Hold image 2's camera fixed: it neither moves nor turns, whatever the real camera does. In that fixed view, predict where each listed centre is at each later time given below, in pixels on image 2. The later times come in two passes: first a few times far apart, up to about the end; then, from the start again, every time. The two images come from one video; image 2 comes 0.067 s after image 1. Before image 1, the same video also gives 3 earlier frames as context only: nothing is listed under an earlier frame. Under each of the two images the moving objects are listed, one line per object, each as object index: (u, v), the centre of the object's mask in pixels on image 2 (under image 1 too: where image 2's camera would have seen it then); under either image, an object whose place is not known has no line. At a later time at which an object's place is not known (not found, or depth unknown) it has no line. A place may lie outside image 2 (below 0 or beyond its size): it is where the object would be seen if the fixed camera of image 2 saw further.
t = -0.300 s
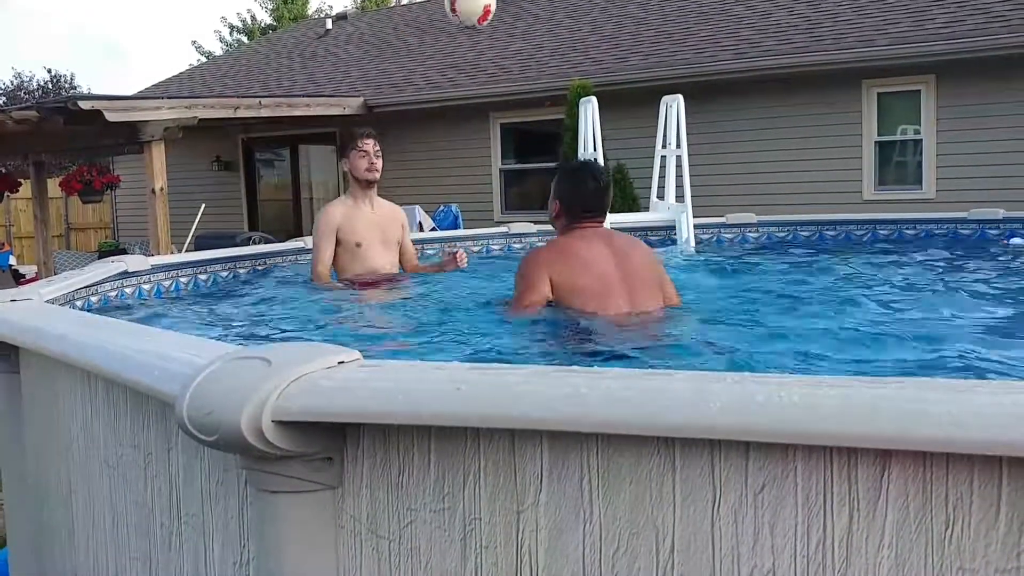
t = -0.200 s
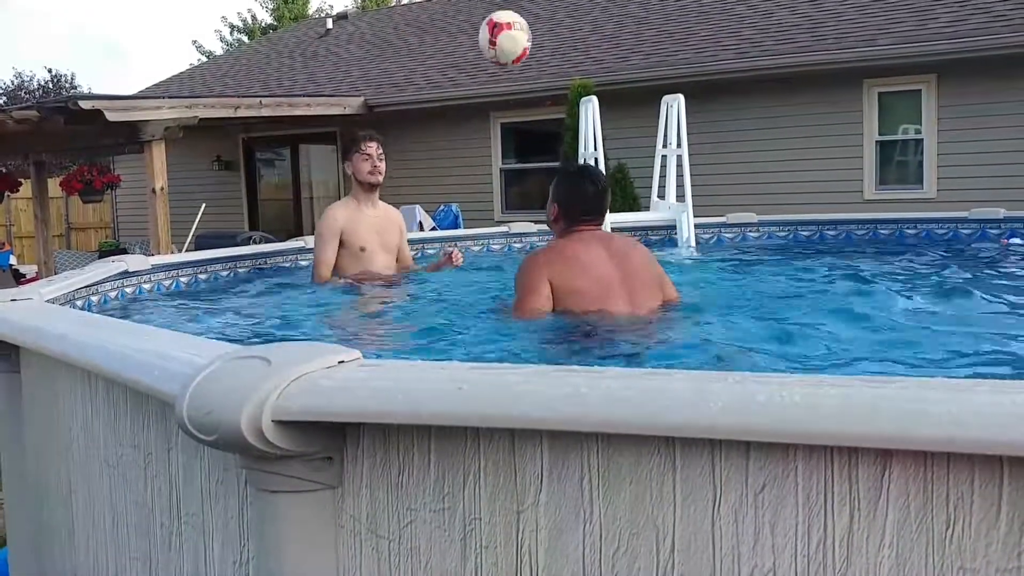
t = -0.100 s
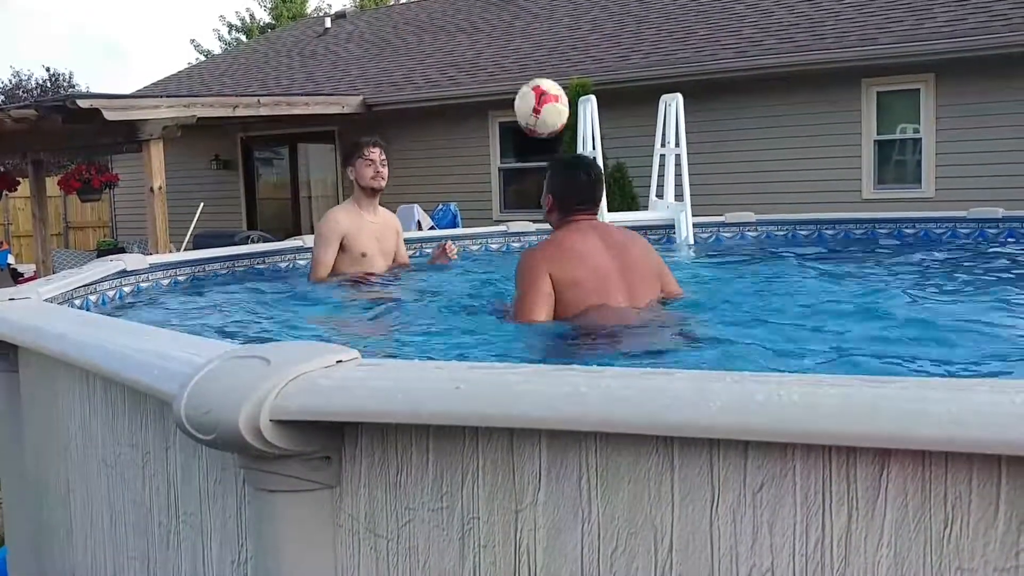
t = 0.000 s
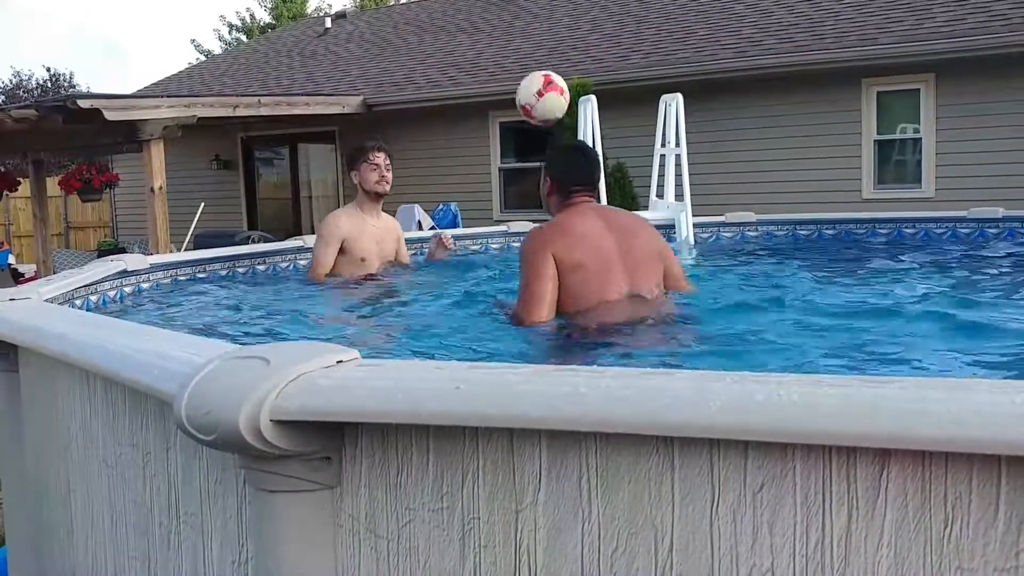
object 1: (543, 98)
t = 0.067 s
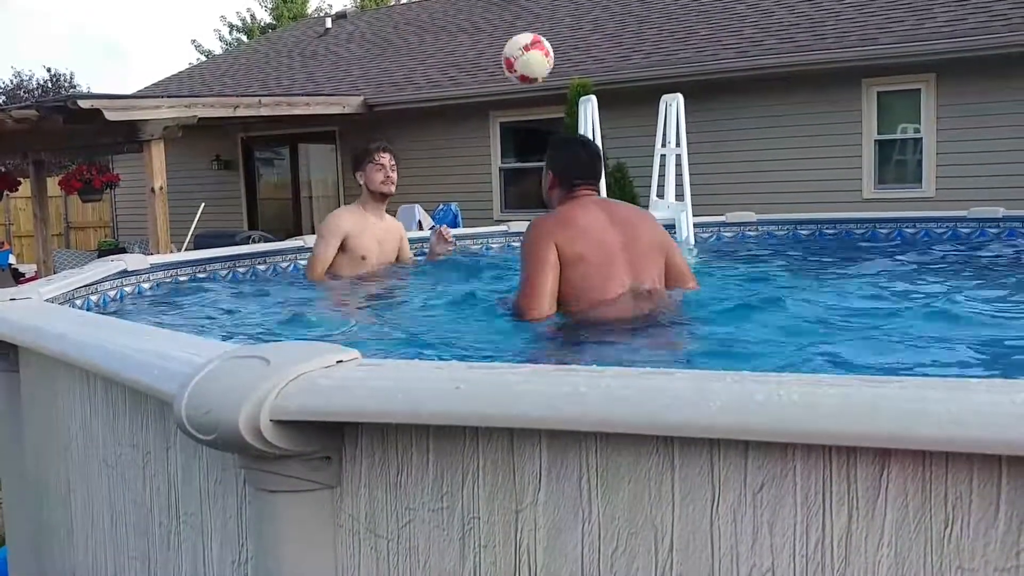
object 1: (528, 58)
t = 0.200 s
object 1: (501, 21)
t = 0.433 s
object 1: (464, 61)
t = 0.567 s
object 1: (450, 134)
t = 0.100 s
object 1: (520, 44)
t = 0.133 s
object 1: (513, 32)
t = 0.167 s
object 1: (507, 24)
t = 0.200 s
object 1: (501, 21)
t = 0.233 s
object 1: (495, 21)
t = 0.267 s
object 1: (489, 21)
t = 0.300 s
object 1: (483, 23)
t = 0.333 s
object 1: (478, 28)
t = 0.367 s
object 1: (473, 37)
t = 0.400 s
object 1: (469, 48)
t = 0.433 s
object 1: (464, 61)
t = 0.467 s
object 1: (460, 76)
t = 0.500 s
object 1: (456, 94)
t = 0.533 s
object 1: (453, 113)
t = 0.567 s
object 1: (450, 134)
